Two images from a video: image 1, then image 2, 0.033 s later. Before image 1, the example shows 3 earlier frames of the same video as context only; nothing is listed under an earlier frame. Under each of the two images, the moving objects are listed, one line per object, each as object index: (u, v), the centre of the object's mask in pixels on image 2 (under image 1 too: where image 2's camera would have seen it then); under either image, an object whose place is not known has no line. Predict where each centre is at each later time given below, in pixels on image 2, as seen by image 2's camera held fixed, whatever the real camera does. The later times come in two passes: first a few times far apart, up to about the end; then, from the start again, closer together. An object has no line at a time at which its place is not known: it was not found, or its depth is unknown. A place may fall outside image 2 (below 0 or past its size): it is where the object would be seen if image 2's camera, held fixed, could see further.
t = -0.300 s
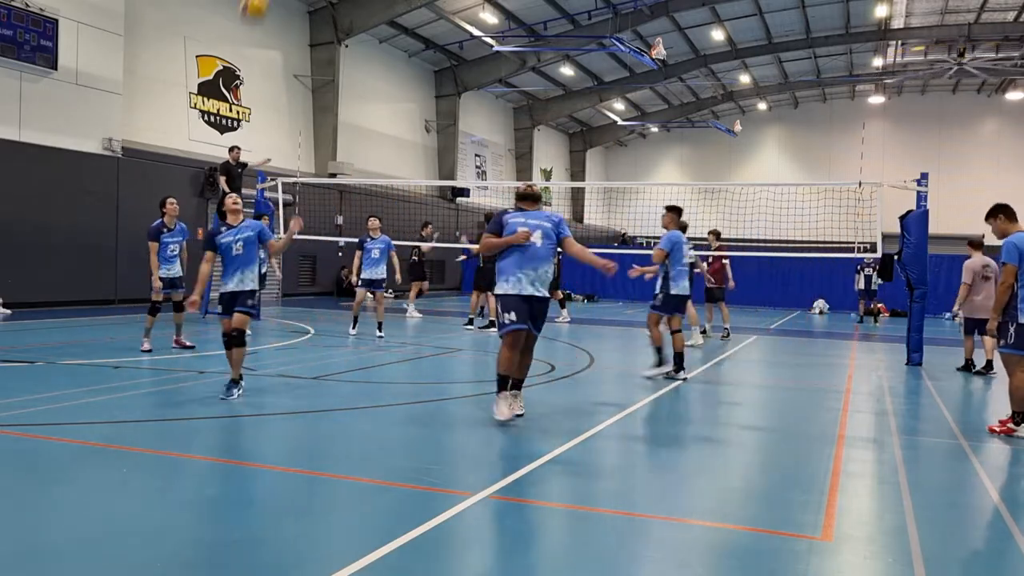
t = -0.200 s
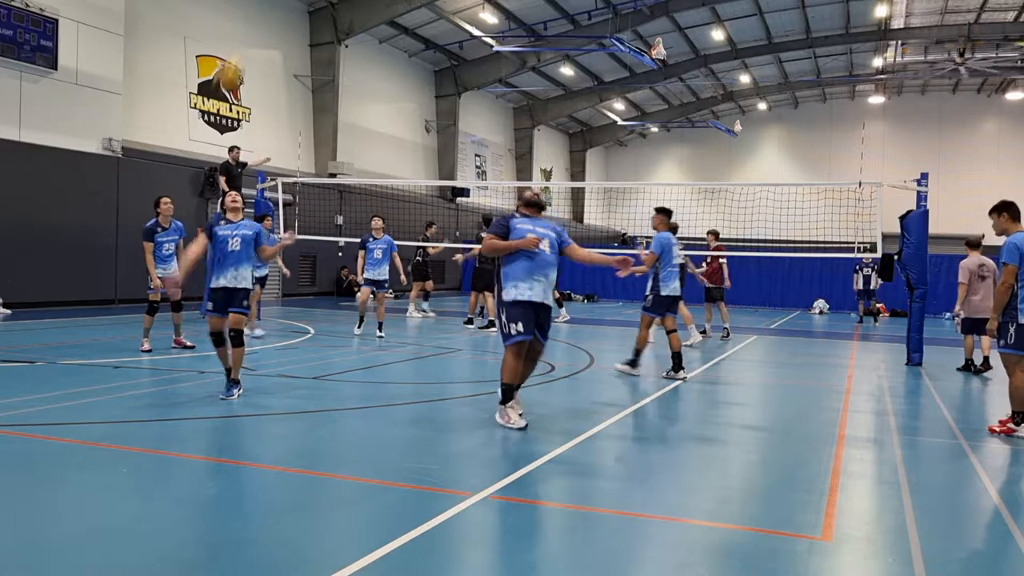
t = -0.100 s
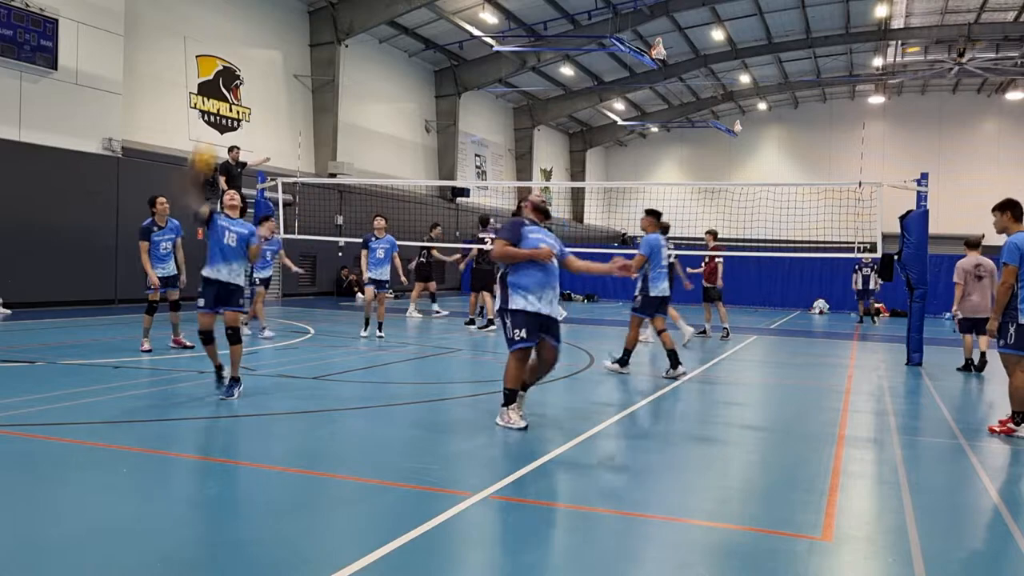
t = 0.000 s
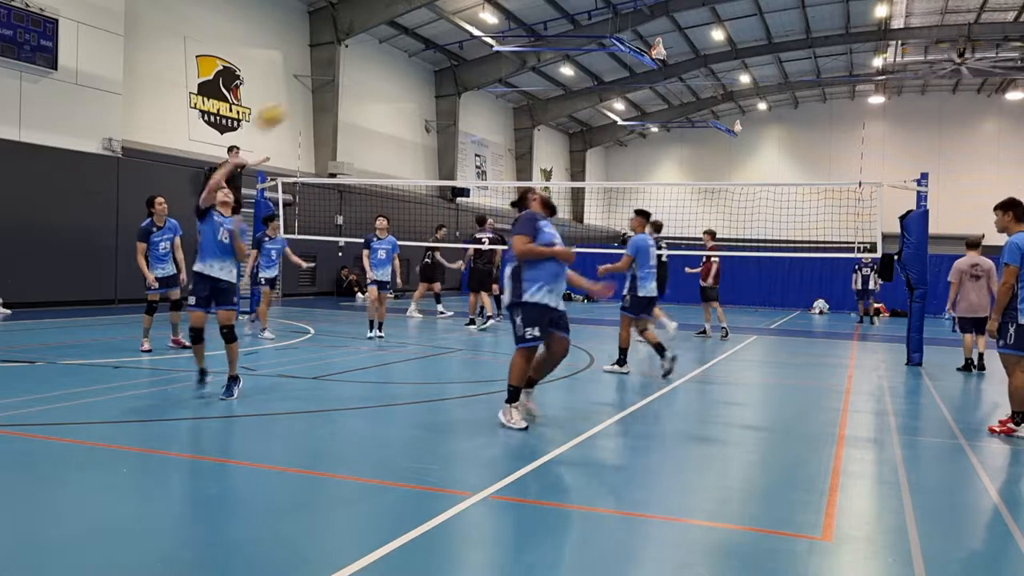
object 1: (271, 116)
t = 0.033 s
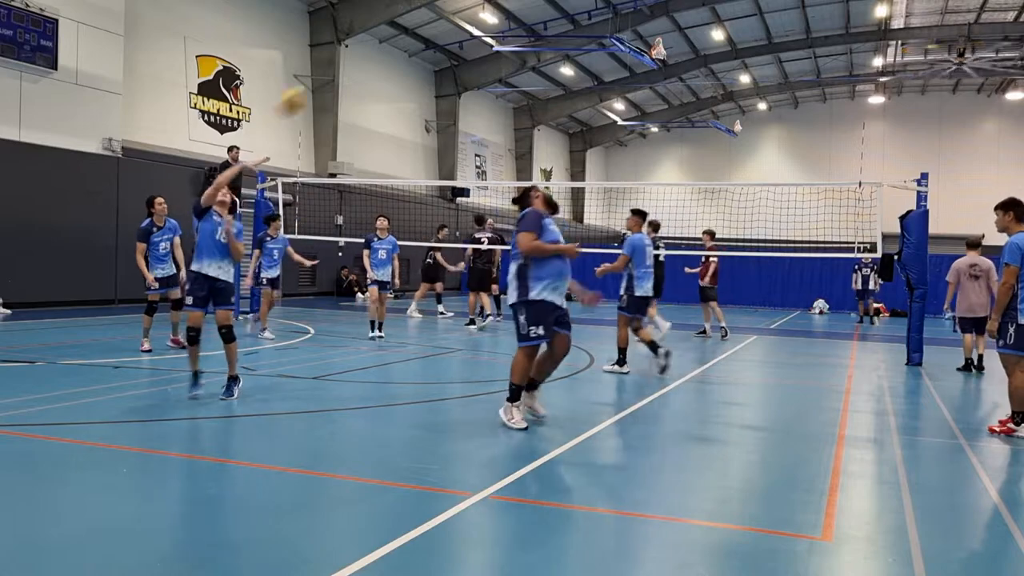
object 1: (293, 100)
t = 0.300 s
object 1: (427, 50)
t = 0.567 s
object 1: (508, 73)
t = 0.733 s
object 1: (543, 109)
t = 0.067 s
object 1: (314, 87)
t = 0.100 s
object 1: (332, 77)
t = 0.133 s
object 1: (353, 69)
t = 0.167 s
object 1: (370, 62)
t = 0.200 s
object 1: (385, 58)
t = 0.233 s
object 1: (399, 54)
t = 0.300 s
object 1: (427, 50)
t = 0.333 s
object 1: (439, 50)
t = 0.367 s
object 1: (451, 52)
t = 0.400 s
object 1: (461, 54)
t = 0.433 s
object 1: (472, 57)
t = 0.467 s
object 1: (482, 60)
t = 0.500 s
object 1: (491, 63)
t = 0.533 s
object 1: (500, 69)
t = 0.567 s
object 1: (508, 73)
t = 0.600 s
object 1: (515, 80)
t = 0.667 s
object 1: (531, 94)
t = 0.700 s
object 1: (537, 101)
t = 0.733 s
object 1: (543, 109)
